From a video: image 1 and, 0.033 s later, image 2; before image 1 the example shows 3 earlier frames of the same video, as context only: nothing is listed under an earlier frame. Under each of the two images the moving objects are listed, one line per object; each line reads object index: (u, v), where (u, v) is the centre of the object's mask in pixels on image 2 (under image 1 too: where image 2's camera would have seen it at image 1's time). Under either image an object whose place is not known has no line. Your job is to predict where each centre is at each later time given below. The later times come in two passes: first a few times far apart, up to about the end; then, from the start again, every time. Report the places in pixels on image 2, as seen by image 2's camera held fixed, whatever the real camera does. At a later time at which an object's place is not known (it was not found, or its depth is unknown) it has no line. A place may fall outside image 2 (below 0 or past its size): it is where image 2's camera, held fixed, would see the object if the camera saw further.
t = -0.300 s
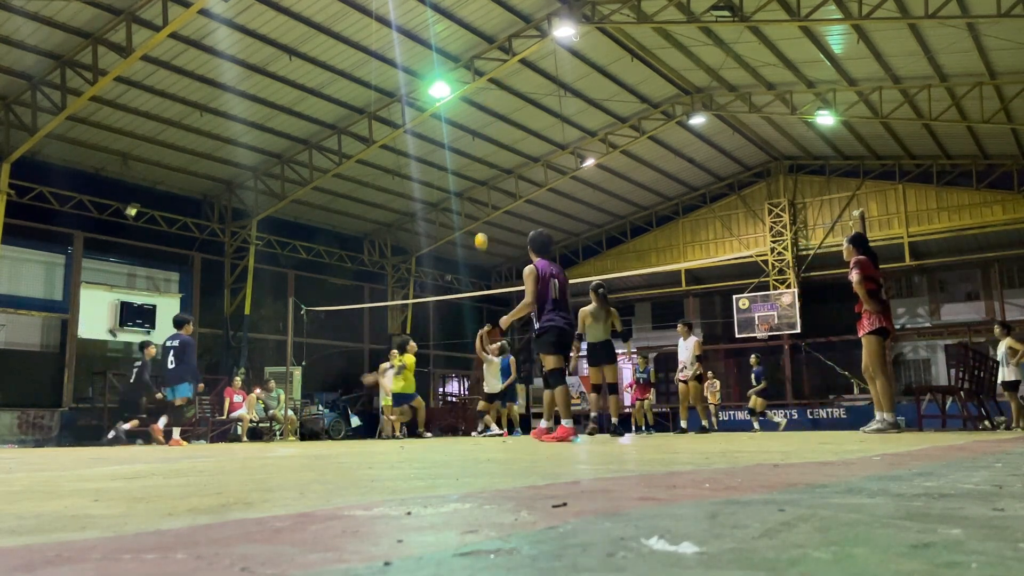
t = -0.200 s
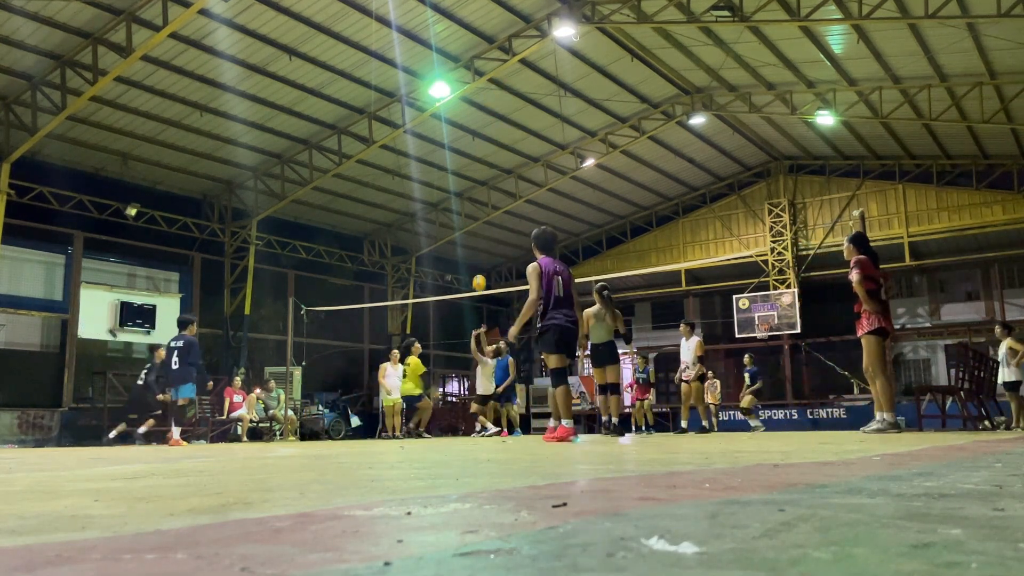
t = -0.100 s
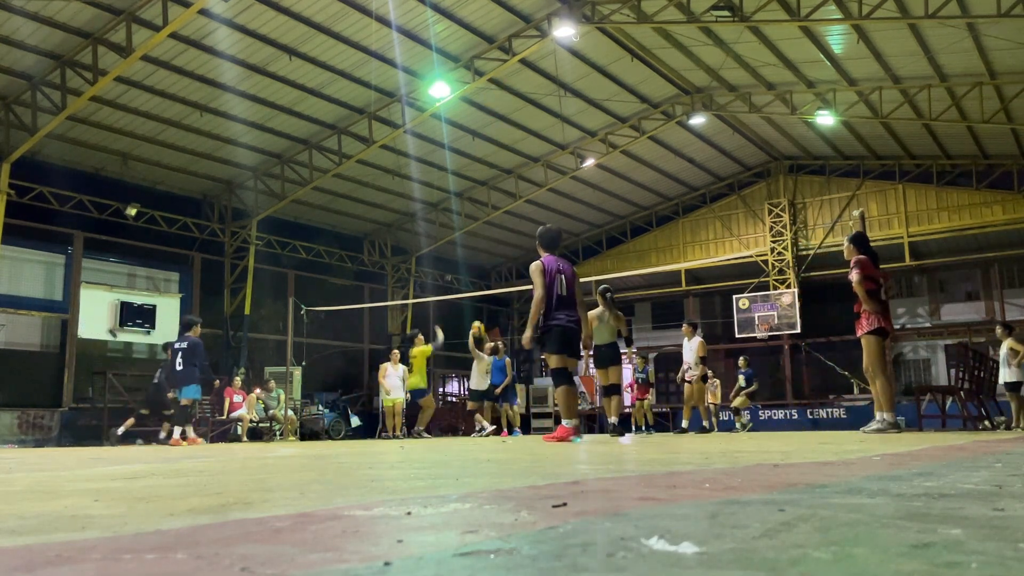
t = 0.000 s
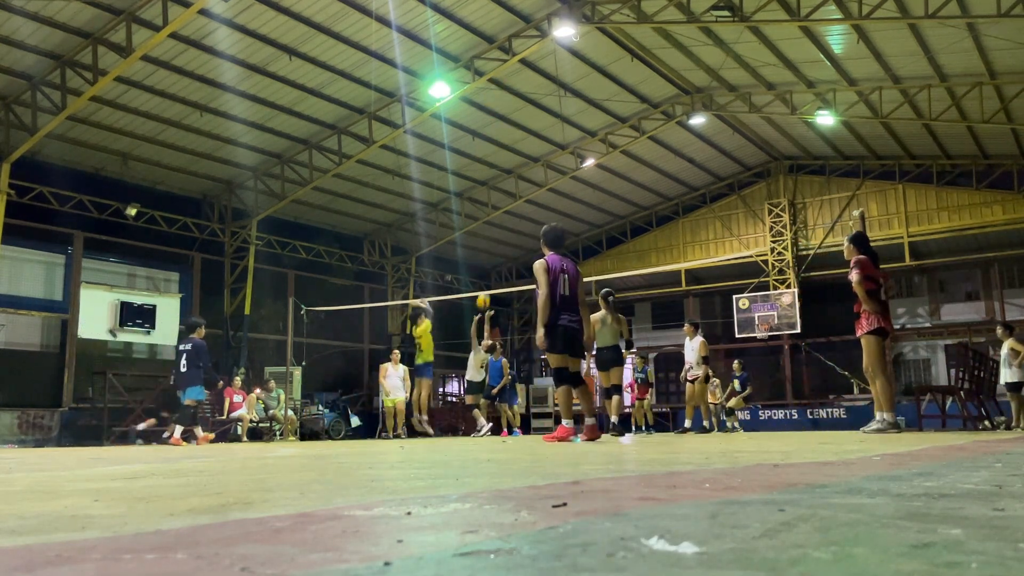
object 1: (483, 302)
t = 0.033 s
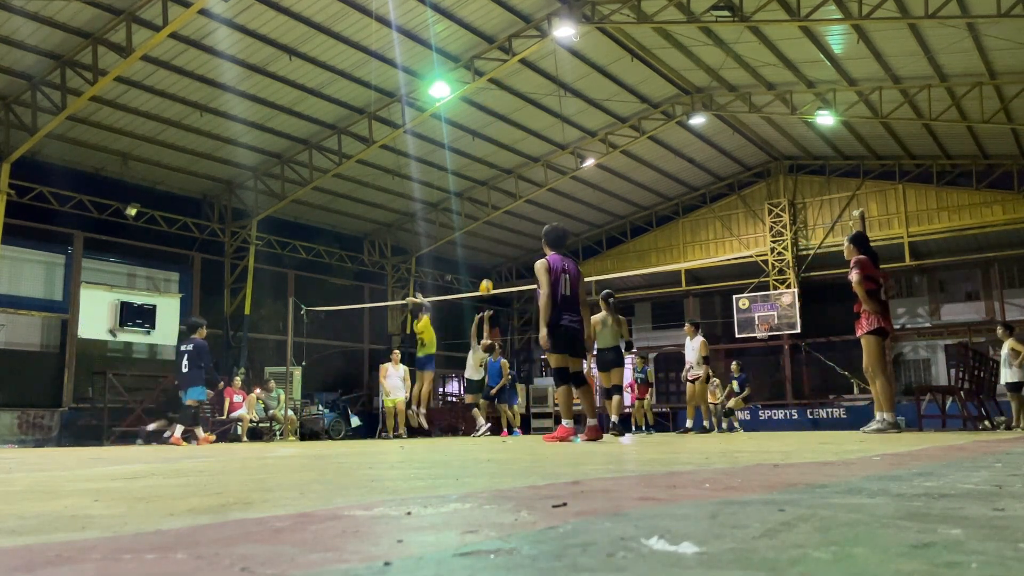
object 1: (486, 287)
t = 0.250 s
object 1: (503, 221)
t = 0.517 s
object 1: (526, 179)
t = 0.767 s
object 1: (547, 179)
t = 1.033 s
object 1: (574, 220)
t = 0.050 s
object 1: (487, 282)
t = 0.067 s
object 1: (488, 276)
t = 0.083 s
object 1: (490, 270)
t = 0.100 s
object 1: (491, 264)
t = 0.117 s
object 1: (492, 259)
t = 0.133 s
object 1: (494, 253)
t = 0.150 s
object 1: (495, 248)
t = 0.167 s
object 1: (496, 243)
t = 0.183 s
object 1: (498, 239)
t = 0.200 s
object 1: (499, 234)
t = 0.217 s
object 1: (500, 230)
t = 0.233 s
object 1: (502, 225)
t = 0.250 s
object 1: (503, 221)
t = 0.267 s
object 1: (505, 217)
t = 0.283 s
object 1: (506, 213)
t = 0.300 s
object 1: (508, 210)
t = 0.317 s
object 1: (509, 207)
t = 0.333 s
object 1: (510, 204)
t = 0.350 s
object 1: (512, 200)
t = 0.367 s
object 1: (513, 198)
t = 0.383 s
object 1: (515, 195)
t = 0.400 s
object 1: (516, 193)
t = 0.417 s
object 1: (517, 190)
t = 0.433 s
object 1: (519, 188)
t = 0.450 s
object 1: (520, 186)
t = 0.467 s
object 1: (522, 184)
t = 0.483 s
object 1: (523, 182)
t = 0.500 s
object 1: (524, 181)
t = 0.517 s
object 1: (526, 179)
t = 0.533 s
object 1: (527, 178)
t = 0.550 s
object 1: (529, 177)
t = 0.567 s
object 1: (530, 176)
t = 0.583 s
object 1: (532, 176)
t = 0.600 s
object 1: (533, 175)
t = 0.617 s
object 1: (534, 175)
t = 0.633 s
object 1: (536, 175)
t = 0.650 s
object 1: (537, 174)
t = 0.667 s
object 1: (539, 175)
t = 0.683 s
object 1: (540, 175)
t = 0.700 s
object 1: (542, 176)
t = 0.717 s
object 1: (543, 176)
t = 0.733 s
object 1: (544, 177)
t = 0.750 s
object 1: (546, 178)
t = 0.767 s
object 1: (547, 179)
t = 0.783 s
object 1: (549, 180)
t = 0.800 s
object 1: (551, 181)
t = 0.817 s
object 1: (553, 183)
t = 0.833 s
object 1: (554, 185)
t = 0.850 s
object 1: (556, 187)
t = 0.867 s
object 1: (557, 189)
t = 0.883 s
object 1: (559, 192)
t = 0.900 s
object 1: (561, 195)
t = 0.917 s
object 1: (562, 197)
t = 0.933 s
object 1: (564, 200)
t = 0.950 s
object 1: (565, 203)
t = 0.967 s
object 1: (567, 207)
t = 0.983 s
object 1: (569, 210)
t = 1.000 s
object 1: (570, 214)
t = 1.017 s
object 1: (572, 217)
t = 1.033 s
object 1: (574, 220)
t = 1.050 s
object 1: (577, 224)
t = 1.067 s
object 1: (579, 230)
